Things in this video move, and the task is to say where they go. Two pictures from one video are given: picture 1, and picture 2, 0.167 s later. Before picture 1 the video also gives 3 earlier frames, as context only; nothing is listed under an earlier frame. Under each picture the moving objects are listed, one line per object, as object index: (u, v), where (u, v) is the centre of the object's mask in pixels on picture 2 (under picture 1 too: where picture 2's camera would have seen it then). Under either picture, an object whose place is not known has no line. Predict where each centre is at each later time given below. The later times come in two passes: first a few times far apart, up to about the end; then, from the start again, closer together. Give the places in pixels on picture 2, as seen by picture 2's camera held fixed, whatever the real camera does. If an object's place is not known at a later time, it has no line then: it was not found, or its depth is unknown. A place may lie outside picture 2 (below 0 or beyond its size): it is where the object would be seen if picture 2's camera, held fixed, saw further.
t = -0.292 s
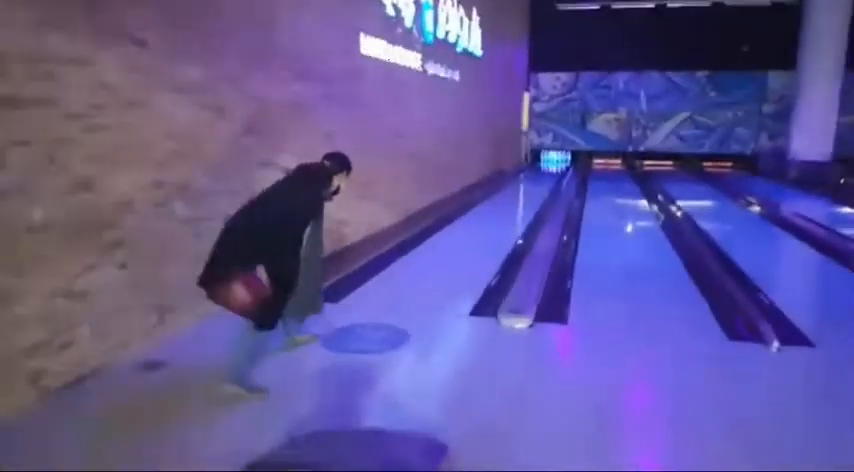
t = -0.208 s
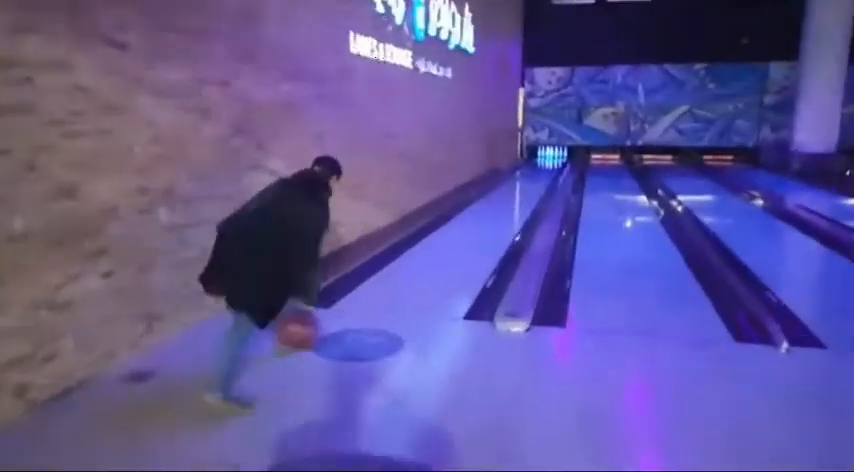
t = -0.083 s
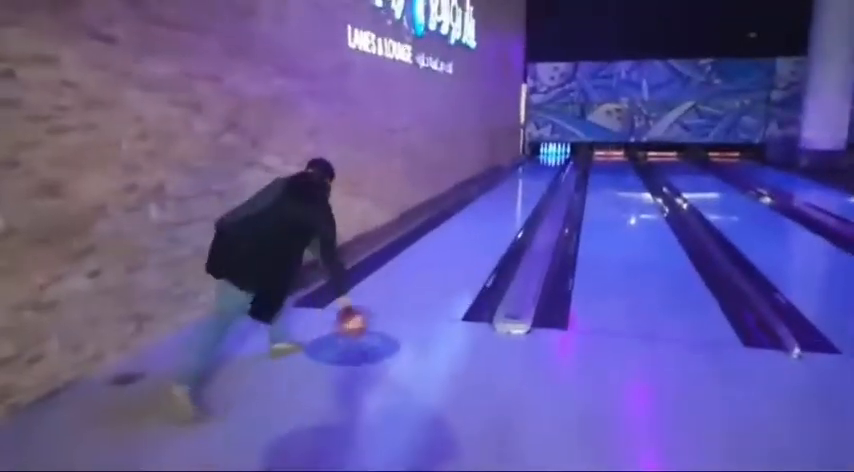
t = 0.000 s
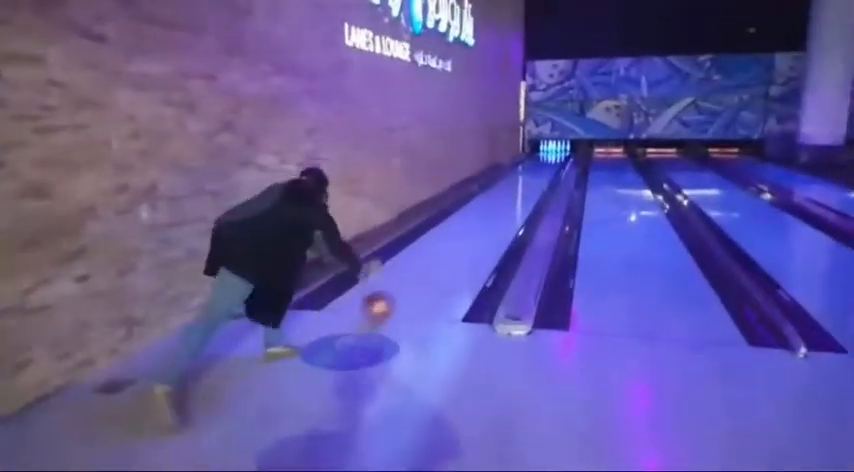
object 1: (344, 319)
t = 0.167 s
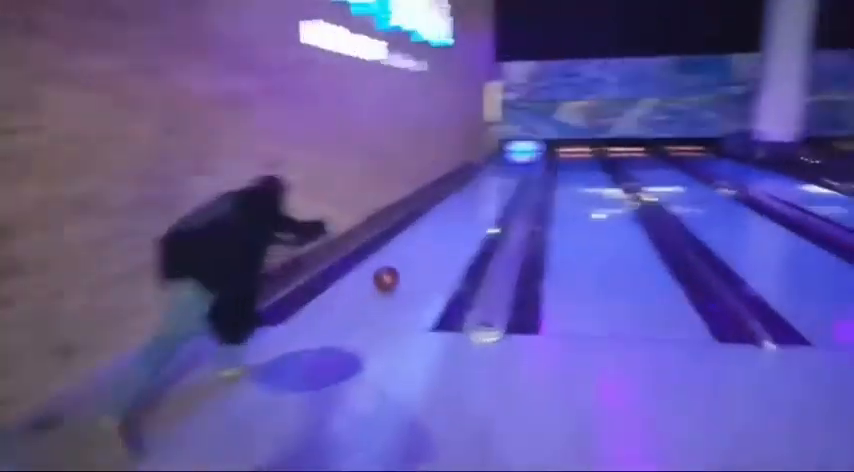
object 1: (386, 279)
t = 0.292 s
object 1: (409, 261)
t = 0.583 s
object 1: (443, 226)
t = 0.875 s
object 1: (469, 202)
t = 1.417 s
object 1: (488, 180)
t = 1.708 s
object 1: (494, 174)
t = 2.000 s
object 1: (501, 167)
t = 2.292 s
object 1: (504, 164)
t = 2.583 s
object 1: (512, 164)
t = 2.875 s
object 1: (517, 154)
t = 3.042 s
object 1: (518, 153)
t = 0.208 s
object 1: (395, 273)
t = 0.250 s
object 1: (402, 266)
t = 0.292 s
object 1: (409, 261)
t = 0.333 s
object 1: (415, 255)
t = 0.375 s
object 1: (421, 250)
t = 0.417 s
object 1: (427, 245)
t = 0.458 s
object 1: (432, 240)
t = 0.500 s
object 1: (435, 235)
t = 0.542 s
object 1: (440, 231)
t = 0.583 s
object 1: (443, 226)
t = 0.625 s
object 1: (447, 223)
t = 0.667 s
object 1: (451, 219)
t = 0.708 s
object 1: (454, 216)
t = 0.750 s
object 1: (458, 212)
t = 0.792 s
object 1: (461, 210)
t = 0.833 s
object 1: (467, 204)
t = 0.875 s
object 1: (469, 202)
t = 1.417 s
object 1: (488, 180)
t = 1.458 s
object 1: (489, 179)
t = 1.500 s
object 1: (491, 177)
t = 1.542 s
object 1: (491, 177)
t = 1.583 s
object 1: (493, 177)
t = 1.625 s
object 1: (494, 175)
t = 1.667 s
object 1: (494, 175)
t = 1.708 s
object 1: (494, 174)
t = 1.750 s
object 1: (496, 172)
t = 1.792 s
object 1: (498, 172)
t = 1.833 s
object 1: (499, 169)
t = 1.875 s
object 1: (500, 168)
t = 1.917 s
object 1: (501, 168)
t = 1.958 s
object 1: (501, 167)
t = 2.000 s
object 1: (501, 167)
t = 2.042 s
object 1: (502, 165)
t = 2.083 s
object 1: (502, 165)
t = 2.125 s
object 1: (503, 165)
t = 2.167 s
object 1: (503, 164)
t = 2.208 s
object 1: (503, 165)
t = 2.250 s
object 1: (505, 164)
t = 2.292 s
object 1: (504, 164)
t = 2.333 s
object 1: (505, 164)
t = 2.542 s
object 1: (513, 163)
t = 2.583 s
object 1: (512, 164)
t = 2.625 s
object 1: (514, 156)
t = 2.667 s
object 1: (514, 155)
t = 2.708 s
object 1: (515, 156)
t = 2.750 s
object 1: (516, 156)
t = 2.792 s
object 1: (517, 154)
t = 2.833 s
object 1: (517, 154)
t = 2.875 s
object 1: (517, 154)
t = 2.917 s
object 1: (516, 153)
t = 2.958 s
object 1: (517, 153)
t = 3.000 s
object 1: (518, 153)
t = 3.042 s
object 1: (518, 153)
